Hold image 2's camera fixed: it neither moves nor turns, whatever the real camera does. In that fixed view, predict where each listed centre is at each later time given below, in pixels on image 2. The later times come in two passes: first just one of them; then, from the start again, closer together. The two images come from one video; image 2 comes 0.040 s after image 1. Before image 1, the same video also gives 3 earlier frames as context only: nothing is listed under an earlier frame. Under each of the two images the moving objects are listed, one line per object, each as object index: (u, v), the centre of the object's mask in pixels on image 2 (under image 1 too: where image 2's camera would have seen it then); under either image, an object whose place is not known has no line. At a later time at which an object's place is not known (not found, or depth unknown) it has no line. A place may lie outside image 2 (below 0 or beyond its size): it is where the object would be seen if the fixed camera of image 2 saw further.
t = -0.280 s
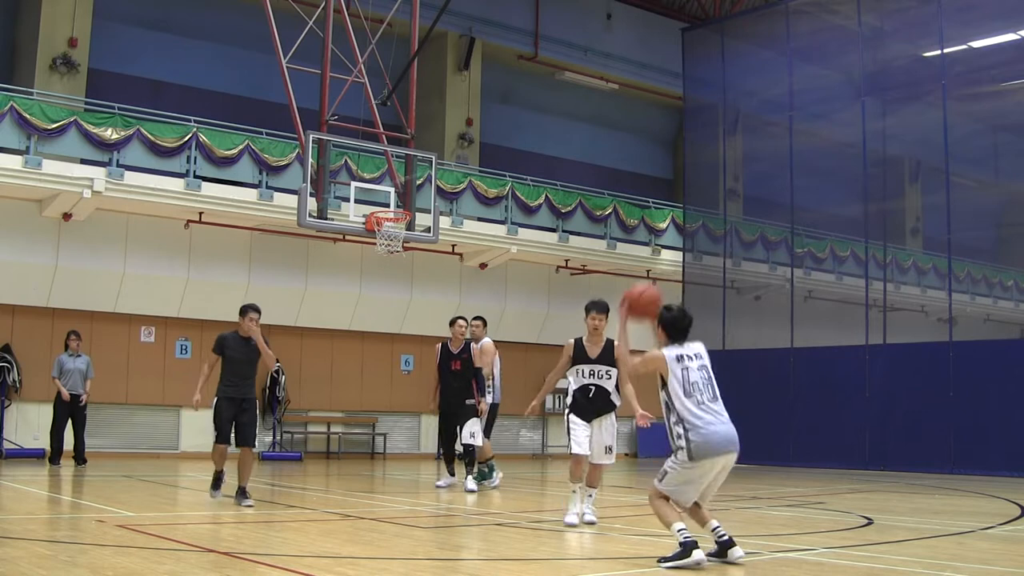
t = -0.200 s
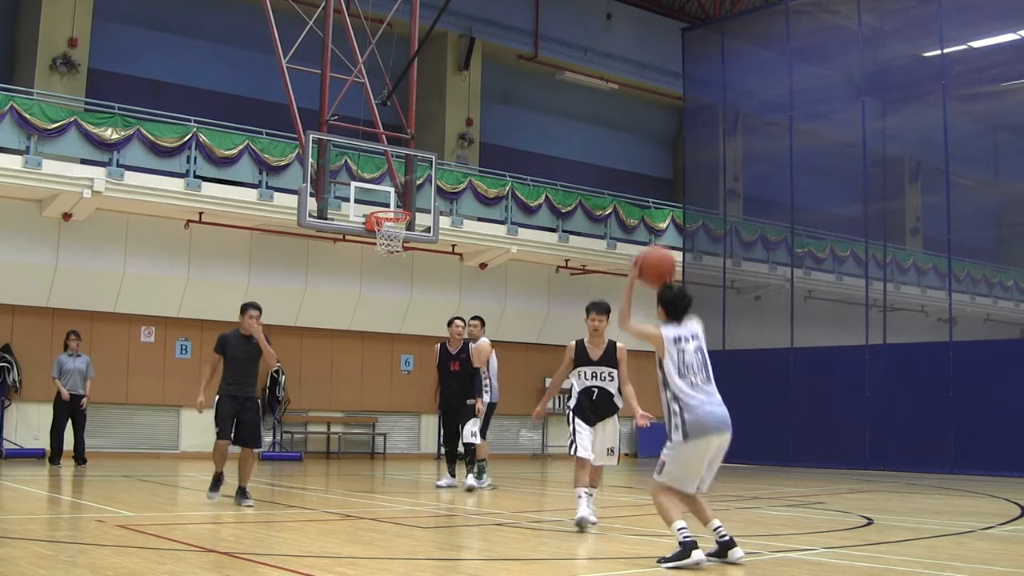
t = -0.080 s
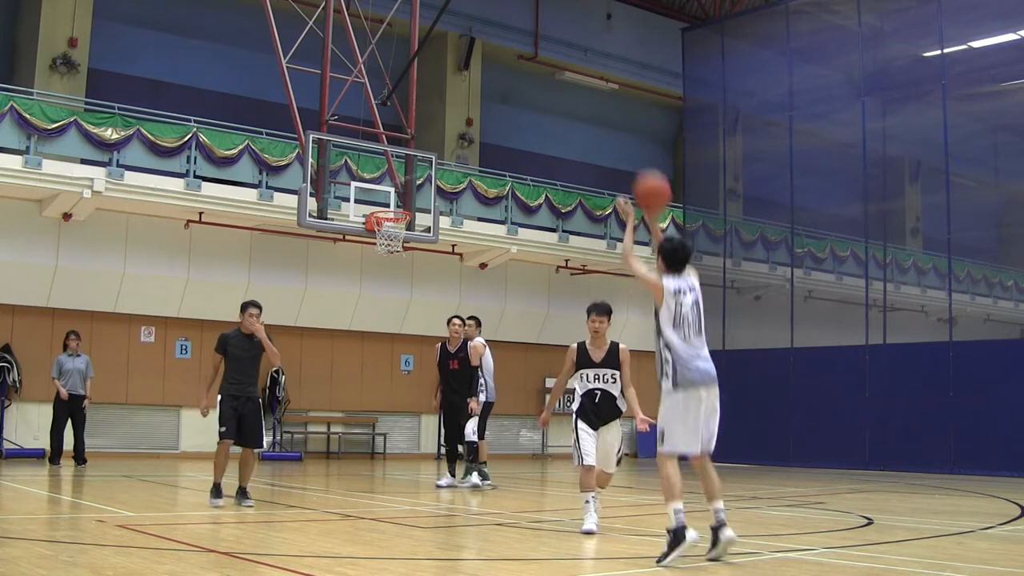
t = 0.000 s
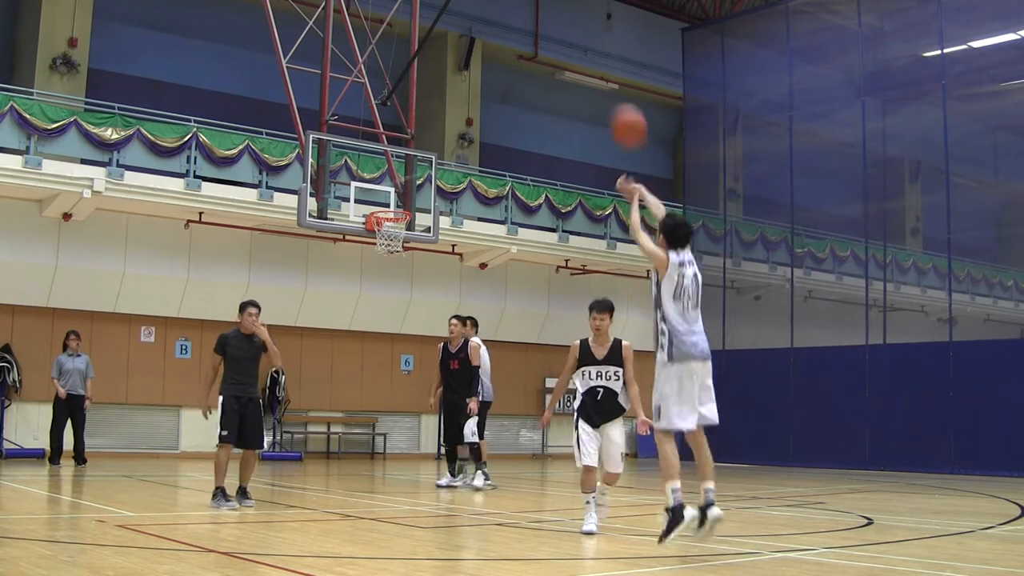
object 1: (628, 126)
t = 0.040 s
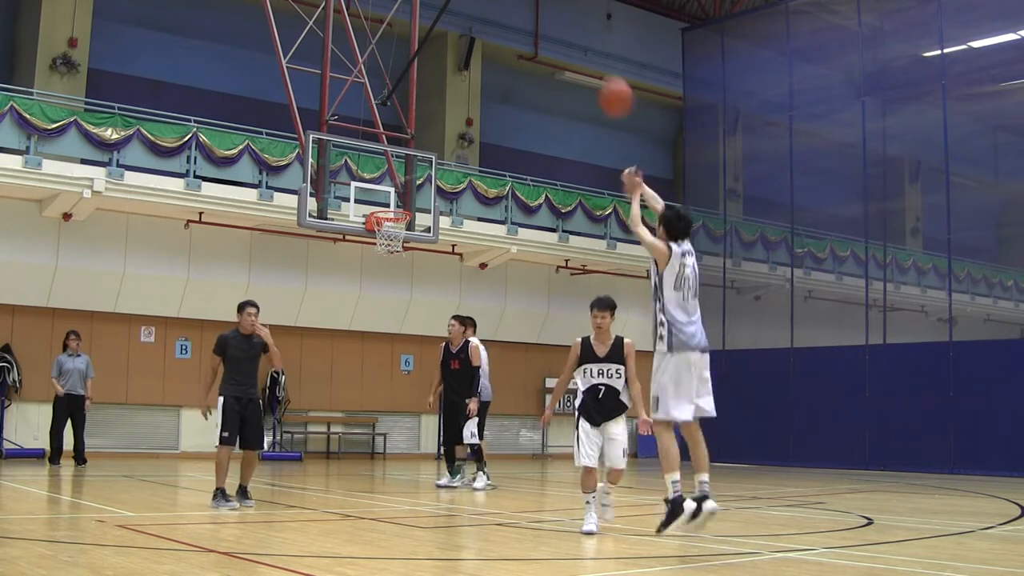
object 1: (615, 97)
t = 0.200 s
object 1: (570, 16)
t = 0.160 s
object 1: (580, 31)
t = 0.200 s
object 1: (570, 16)
